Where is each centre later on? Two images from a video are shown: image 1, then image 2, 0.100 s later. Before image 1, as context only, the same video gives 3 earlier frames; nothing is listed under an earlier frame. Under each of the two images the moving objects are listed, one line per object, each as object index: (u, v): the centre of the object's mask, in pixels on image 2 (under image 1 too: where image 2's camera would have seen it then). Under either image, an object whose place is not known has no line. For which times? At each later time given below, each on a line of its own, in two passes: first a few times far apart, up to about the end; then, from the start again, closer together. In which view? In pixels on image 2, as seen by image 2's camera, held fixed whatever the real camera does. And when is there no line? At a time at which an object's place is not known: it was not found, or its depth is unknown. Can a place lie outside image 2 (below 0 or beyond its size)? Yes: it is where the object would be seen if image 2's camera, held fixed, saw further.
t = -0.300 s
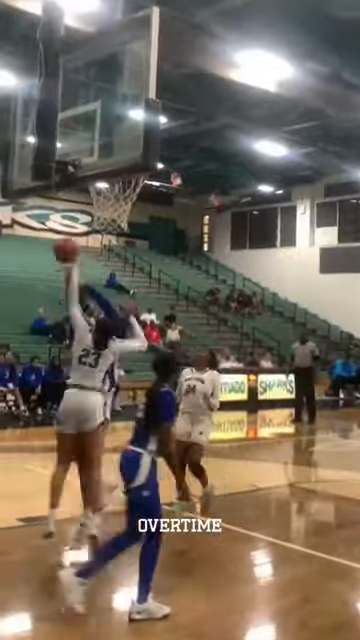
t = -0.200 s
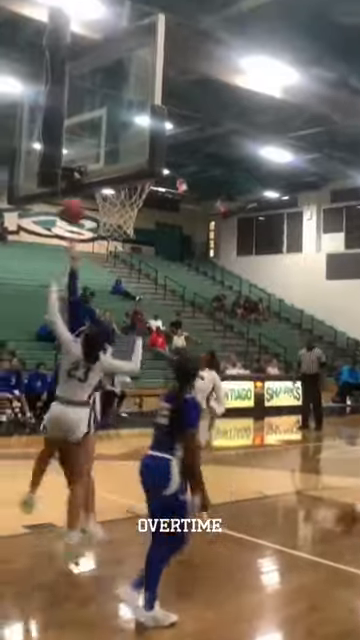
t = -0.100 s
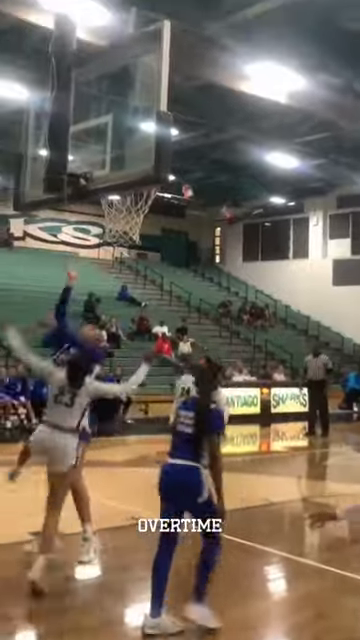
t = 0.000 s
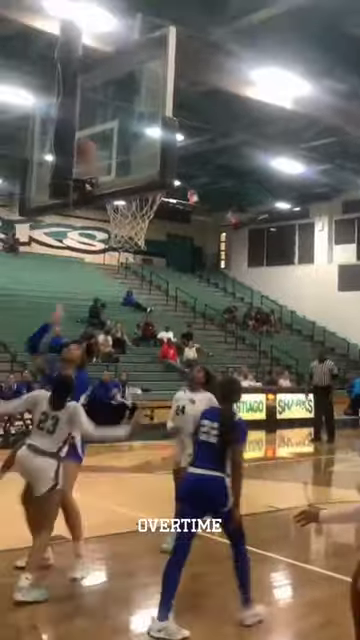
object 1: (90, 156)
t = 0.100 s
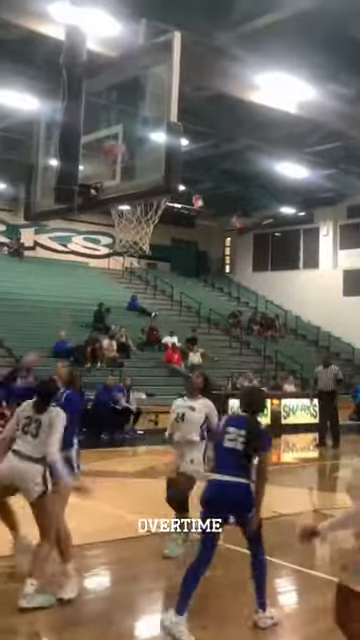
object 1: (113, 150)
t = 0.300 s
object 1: (152, 176)
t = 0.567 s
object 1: (145, 177)
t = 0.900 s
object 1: (116, 258)
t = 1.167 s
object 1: (94, 404)
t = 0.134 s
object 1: (125, 151)
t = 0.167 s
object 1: (129, 162)
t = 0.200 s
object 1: (144, 162)
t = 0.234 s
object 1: (149, 167)
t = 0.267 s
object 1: (153, 172)
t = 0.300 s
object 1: (152, 176)
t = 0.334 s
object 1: (154, 171)
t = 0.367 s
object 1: (154, 172)
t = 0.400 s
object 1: (155, 169)
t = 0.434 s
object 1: (154, 170)
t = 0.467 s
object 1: (152, 171)
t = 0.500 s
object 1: (149, 172)
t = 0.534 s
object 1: (147, 175)
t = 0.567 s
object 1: (145, 177)
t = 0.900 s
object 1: (116, 258)
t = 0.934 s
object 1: (113, 270)
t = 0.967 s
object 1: (111, 285)
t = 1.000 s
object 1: (108, 301)
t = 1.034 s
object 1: (105, 318)
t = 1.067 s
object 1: (104, 334)
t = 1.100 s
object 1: (101, 358)
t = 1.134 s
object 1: (97, 380)
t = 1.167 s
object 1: (94, 404)
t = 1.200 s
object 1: (91, 430)
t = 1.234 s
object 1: (88, 459)
